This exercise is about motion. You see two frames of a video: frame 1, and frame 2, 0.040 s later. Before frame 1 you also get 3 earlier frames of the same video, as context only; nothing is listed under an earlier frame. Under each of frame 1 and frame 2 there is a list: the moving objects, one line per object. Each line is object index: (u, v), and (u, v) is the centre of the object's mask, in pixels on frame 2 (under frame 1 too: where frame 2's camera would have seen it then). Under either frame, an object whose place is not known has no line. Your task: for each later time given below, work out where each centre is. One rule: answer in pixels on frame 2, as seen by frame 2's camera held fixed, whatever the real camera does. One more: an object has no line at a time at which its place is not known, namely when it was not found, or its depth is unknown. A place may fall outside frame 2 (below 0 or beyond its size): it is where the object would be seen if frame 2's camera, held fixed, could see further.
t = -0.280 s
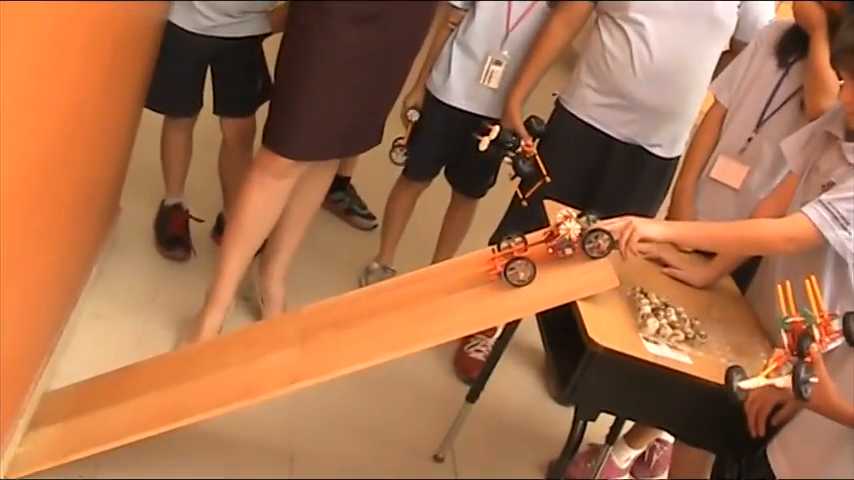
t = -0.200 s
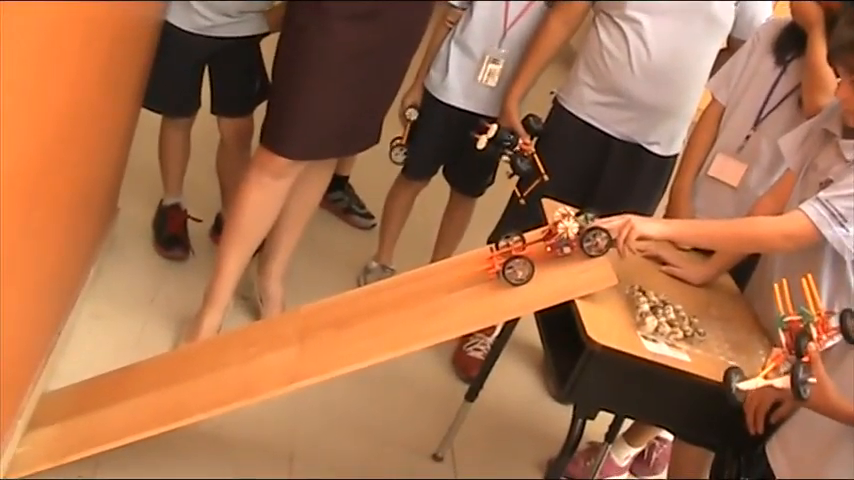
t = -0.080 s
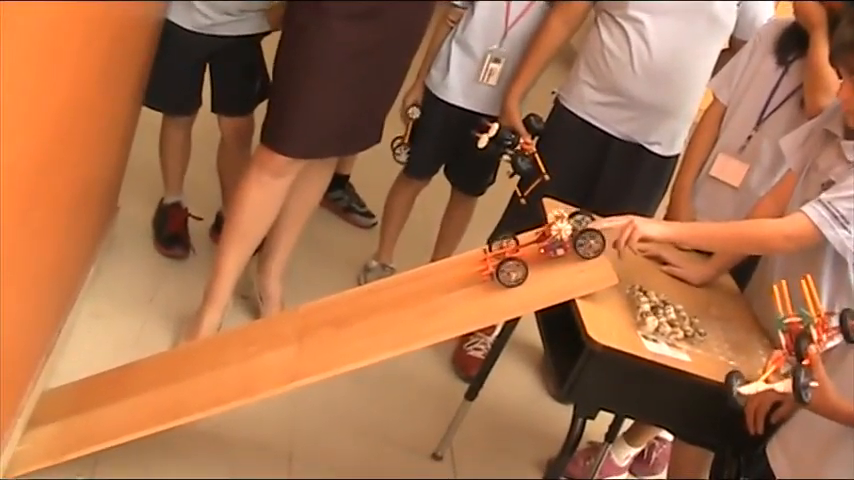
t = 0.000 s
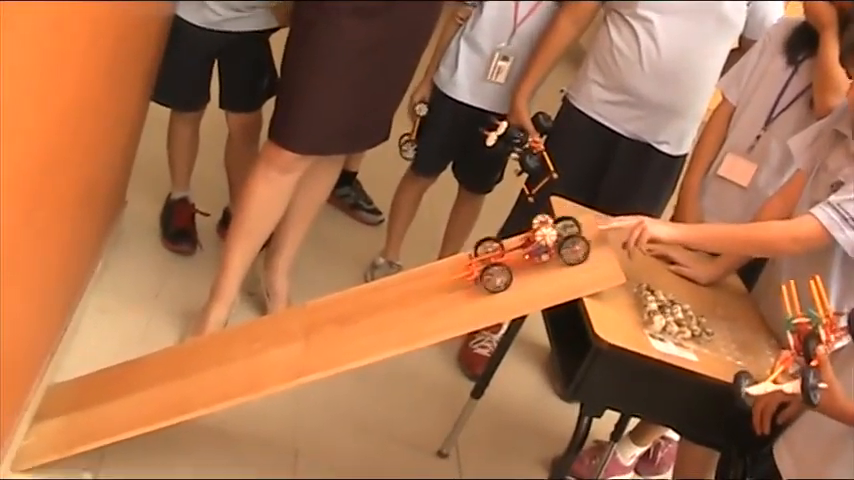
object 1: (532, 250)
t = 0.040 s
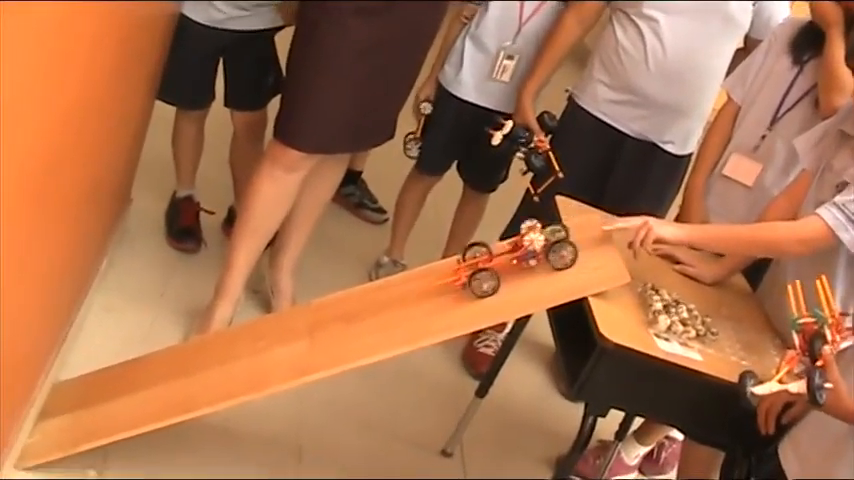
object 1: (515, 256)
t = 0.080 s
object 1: (494, 263)
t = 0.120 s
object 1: (469, 271)
